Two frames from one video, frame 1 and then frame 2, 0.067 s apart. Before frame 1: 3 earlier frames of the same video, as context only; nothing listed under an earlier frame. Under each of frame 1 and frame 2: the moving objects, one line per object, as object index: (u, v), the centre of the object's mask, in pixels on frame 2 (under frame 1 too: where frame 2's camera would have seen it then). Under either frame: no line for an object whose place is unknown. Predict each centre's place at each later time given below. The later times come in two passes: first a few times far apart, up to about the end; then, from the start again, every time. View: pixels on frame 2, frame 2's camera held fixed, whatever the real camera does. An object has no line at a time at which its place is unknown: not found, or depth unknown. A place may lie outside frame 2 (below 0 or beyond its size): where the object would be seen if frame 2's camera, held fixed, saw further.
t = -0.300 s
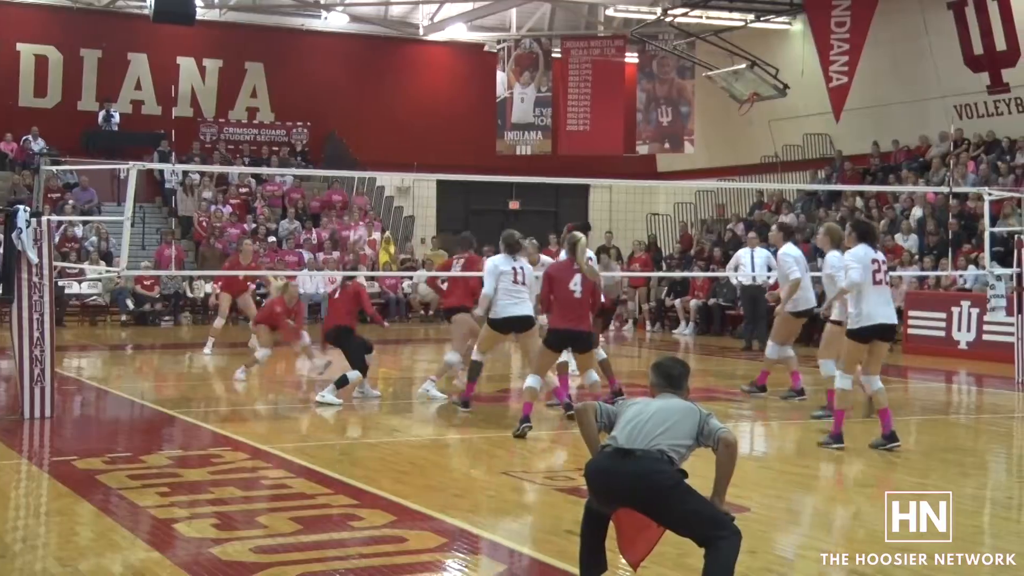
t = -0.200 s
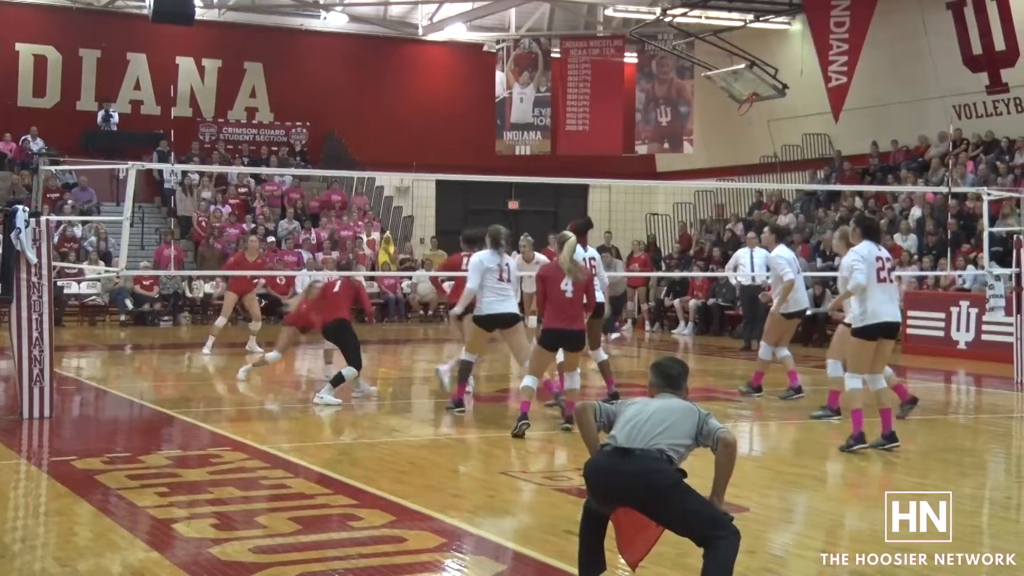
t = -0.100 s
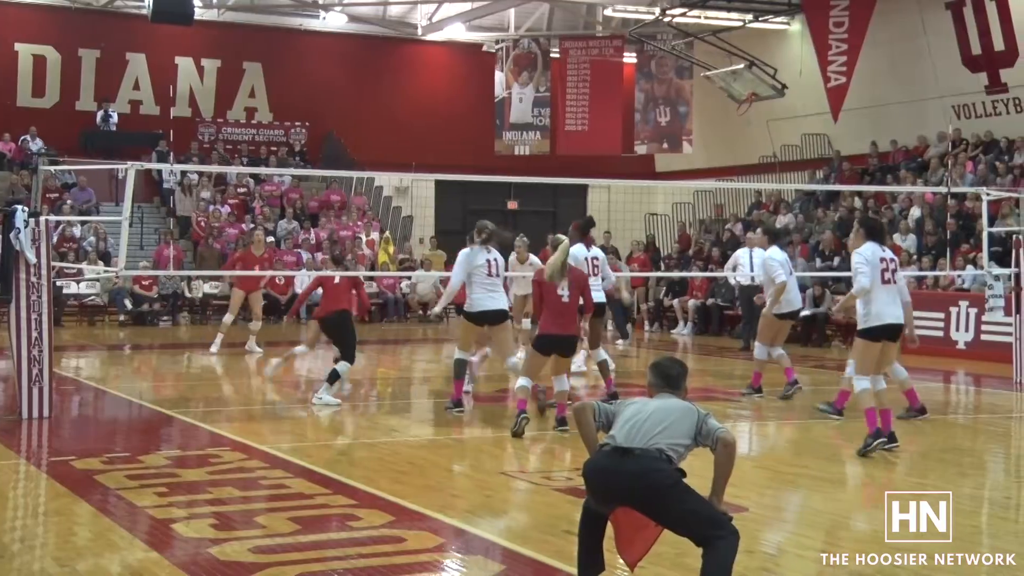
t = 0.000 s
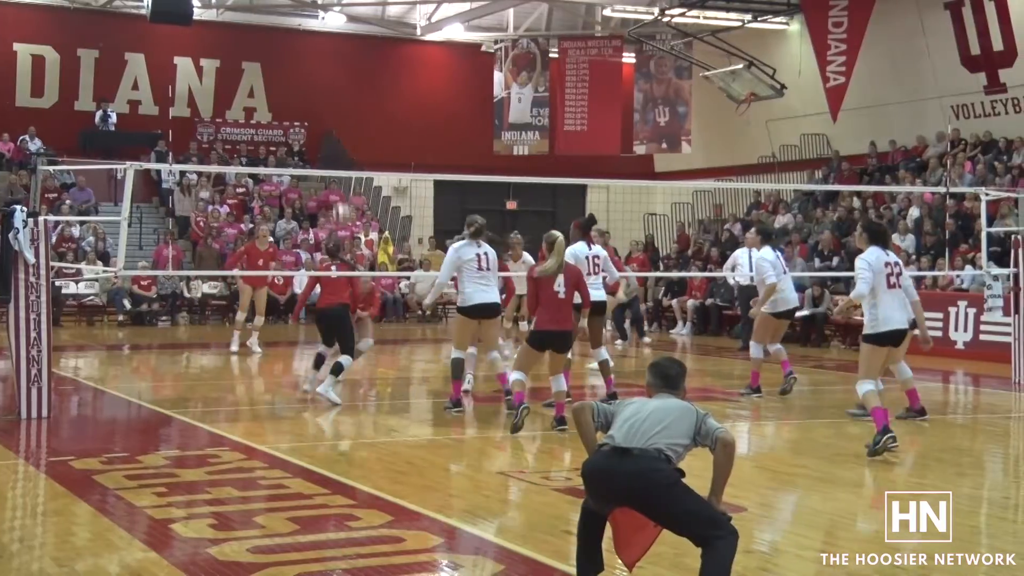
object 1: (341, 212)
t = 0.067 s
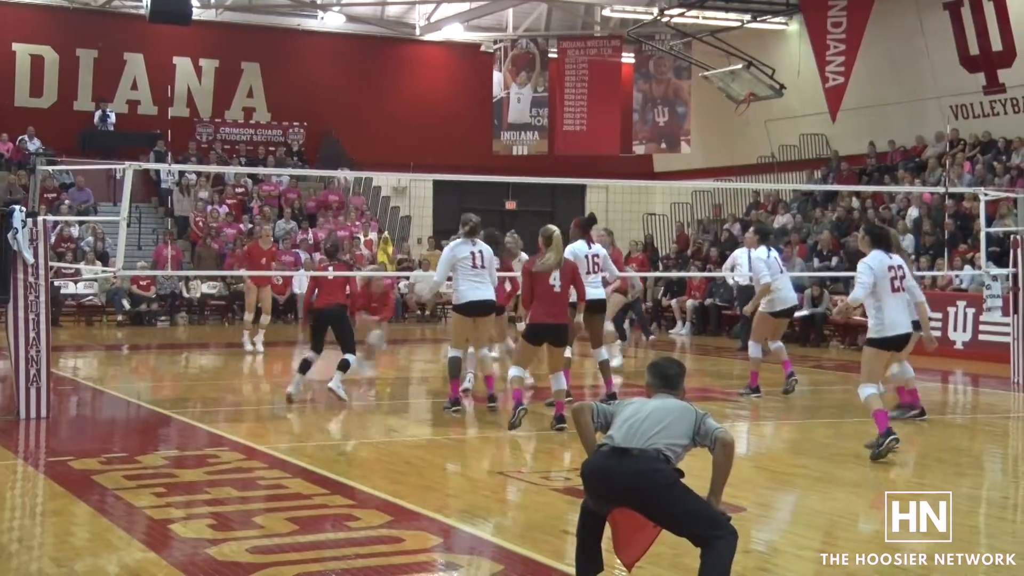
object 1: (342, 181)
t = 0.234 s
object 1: (348, 110)
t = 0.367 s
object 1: (350, 73)
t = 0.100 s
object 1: (344, 162)
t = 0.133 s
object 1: (345, 149)
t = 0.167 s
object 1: (346, 136)
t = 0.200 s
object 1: (347, 122)
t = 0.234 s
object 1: (348, 110)
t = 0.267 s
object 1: (348, 100)
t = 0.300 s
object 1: (349, 90)
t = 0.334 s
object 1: (350, 81)
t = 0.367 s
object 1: (350, 73)
